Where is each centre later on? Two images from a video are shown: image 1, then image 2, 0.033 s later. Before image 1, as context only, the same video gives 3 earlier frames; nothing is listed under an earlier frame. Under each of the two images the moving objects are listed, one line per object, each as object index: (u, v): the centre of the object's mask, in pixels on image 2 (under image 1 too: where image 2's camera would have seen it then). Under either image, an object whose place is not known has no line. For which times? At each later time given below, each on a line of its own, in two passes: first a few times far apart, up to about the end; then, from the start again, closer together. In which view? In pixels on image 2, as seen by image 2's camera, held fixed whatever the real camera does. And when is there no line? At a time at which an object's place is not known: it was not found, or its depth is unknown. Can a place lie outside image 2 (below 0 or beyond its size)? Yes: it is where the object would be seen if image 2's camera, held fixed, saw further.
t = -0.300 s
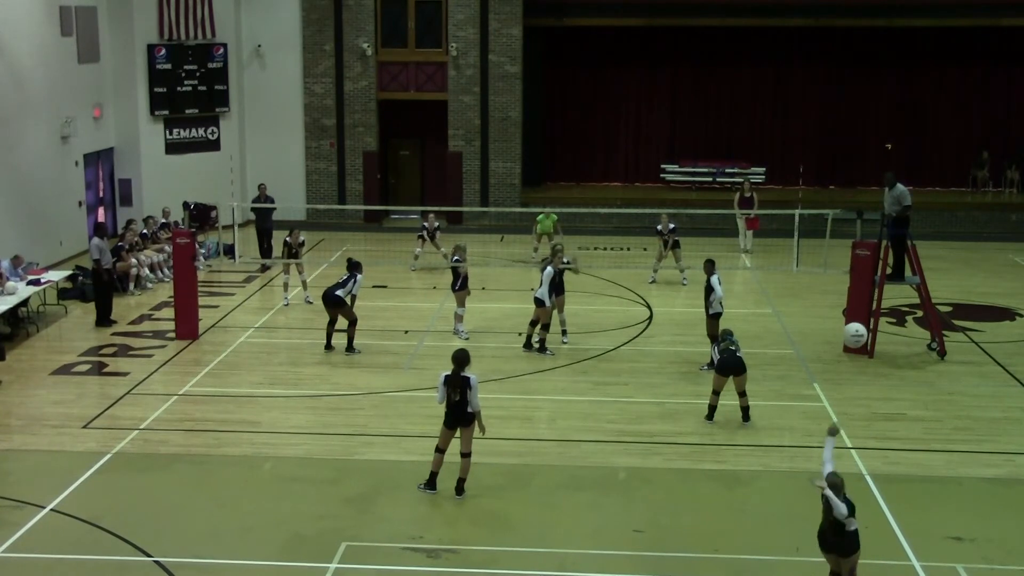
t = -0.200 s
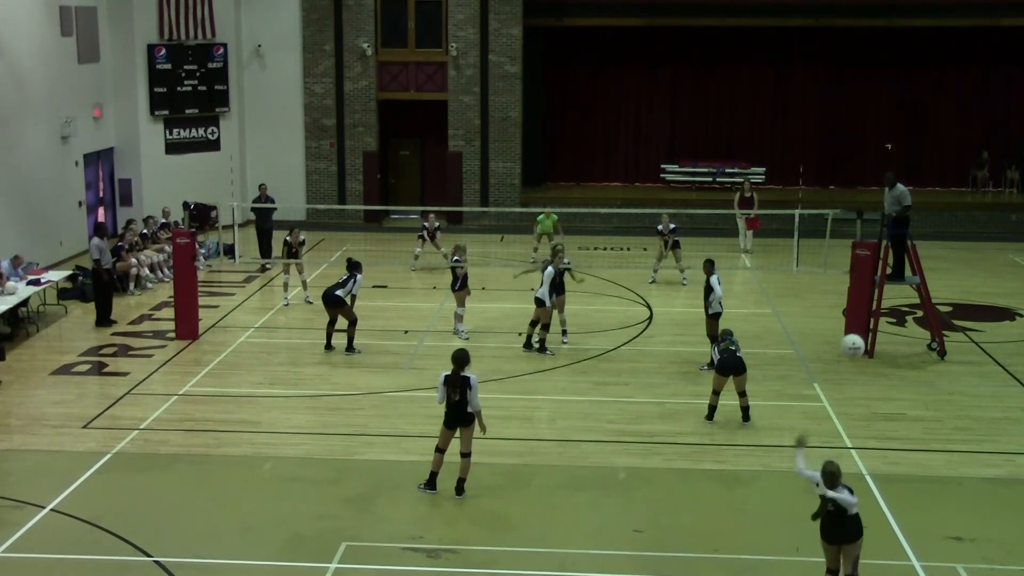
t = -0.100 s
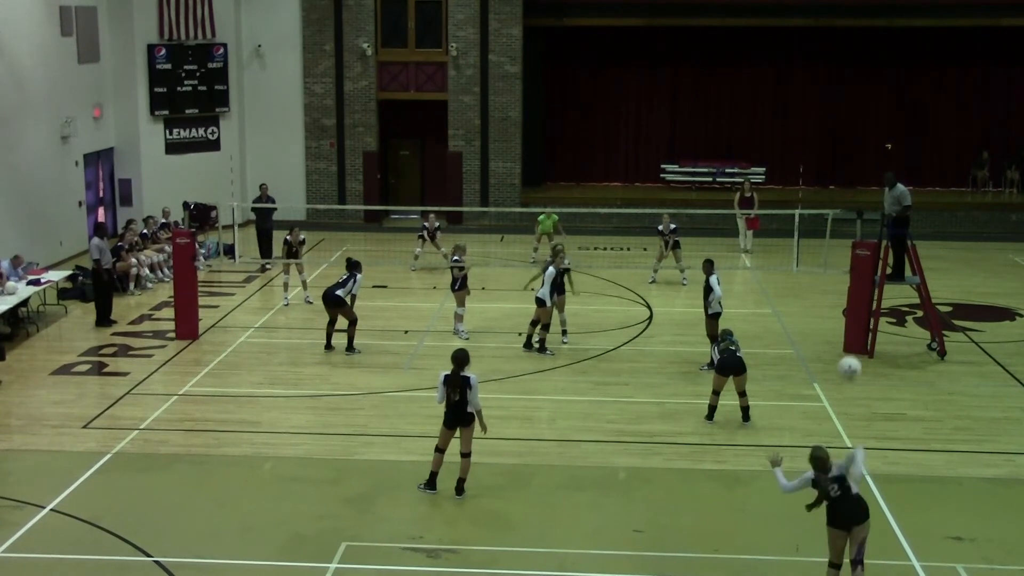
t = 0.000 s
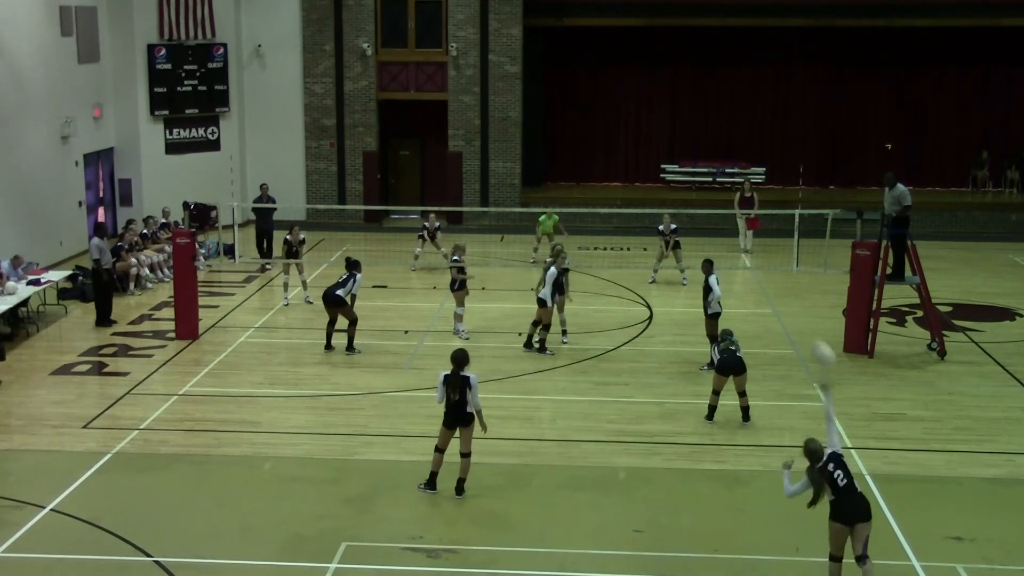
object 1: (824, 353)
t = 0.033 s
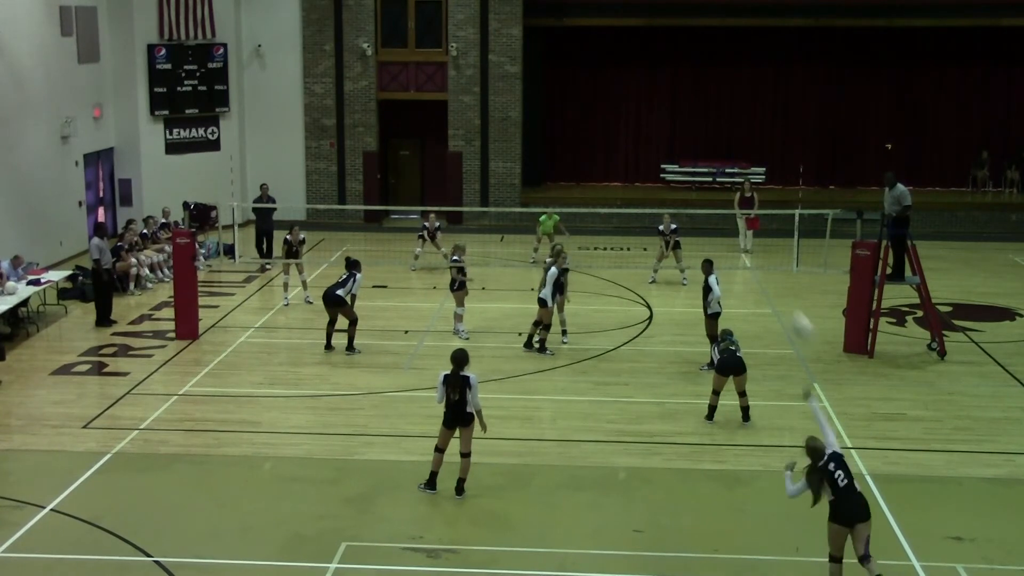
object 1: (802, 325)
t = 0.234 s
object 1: (707, 217)
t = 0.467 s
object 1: (645, 174)
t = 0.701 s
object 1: (607, 182)
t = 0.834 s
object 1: (590, 200)
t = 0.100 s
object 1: (765, 278)
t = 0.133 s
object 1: (749, 261)
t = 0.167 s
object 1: (732, 243)
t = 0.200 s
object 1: (719, 228)
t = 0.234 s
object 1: (707, 217)
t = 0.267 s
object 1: (695, 207)
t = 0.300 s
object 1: (685, 197)
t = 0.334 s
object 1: (676, 190)
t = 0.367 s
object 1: (667, 184)
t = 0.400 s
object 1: (659, 179)
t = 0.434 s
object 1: (652, 176)
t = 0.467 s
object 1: (645, 174)
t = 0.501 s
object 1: (639, 172)
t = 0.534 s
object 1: (633, 172)
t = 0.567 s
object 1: (627, 172)
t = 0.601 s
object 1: (622, 173)
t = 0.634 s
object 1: (616, 176)
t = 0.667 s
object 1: (611, 178)
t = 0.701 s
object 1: (607, 182)
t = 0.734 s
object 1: (602, 186)
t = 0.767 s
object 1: (598, 190)
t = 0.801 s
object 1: (594, 195)
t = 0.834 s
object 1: (590, 200)
